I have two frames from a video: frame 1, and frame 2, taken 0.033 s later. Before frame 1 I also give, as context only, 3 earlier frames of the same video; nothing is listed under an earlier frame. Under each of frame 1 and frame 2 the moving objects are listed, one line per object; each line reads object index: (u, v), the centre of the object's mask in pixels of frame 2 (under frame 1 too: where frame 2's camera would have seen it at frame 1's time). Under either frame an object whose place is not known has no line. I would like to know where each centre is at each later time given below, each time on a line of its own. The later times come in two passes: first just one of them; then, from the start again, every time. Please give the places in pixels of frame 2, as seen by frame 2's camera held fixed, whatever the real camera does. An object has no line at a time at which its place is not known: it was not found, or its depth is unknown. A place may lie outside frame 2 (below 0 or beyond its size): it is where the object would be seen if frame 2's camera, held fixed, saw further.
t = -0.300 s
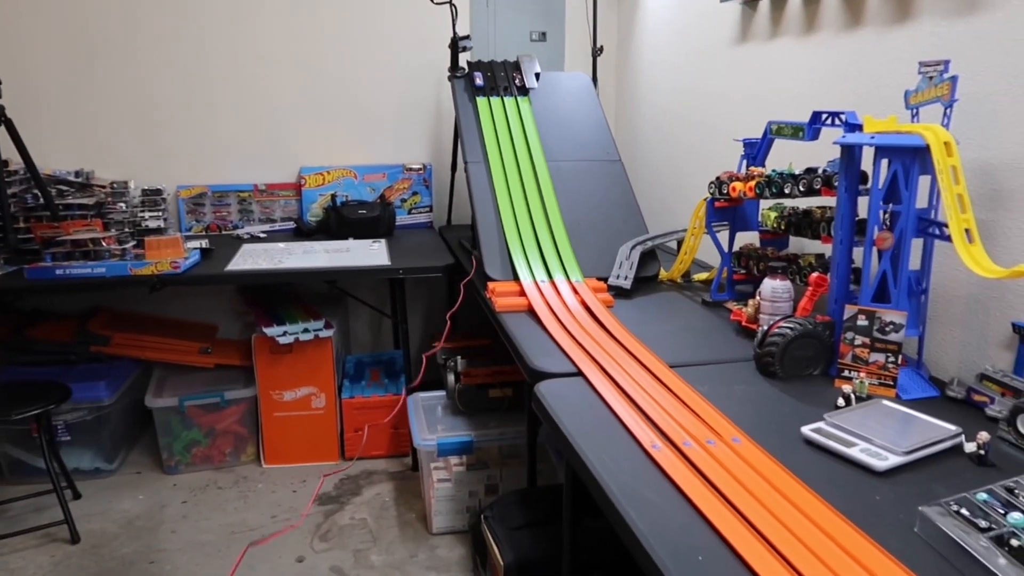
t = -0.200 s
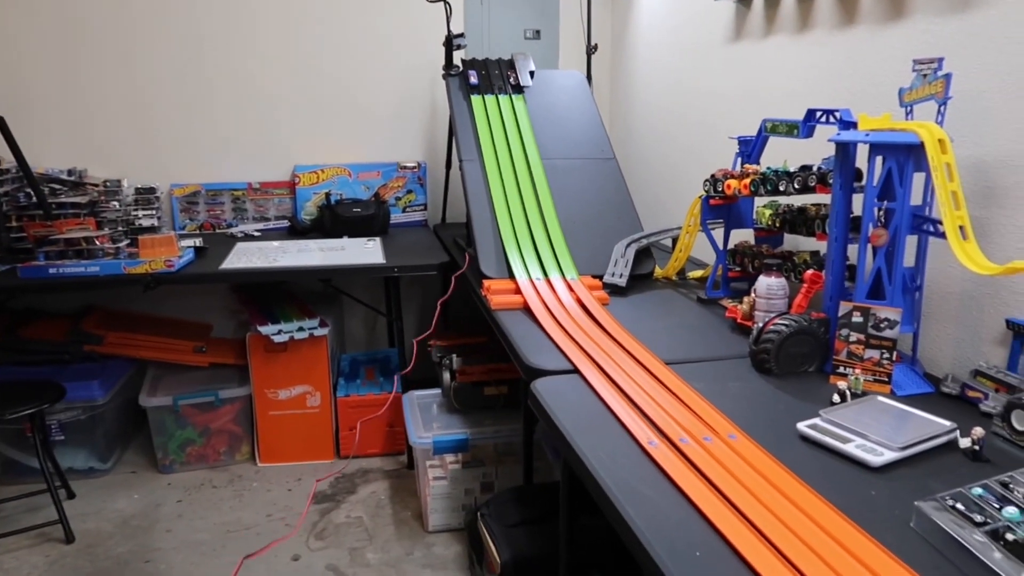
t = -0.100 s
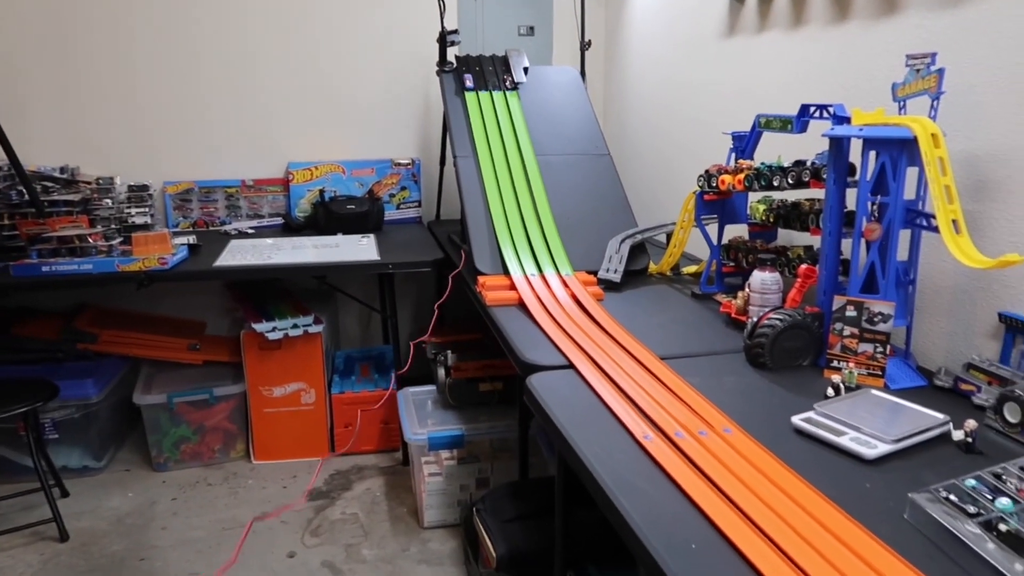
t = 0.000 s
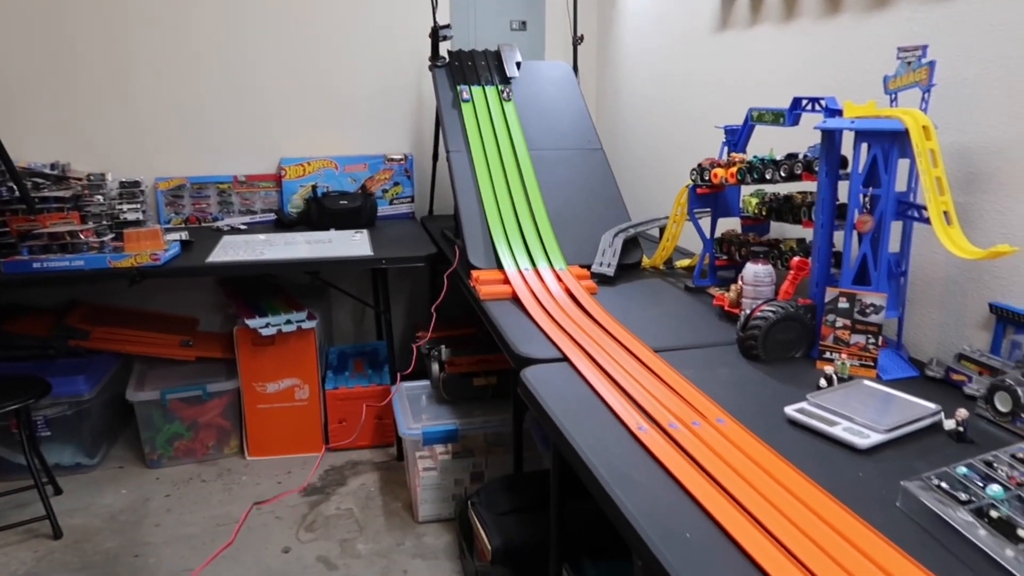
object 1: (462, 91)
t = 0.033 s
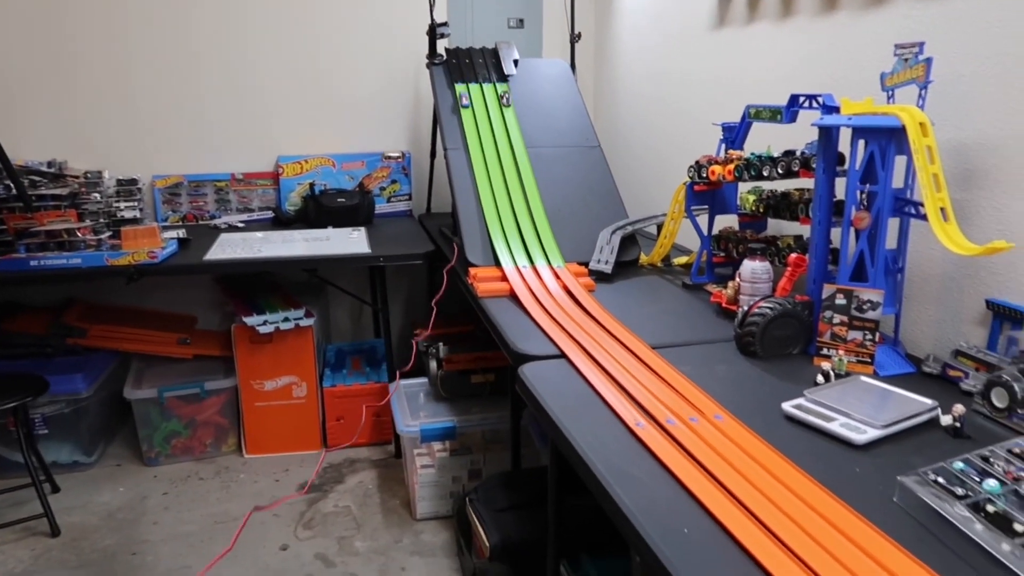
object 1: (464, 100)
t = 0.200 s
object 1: (478, 161)
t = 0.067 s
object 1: (466, 109)
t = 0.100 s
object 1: (469, 120)
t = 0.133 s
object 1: (471, 132)
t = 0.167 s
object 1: (474, 145)
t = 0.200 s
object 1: (478, 161)
